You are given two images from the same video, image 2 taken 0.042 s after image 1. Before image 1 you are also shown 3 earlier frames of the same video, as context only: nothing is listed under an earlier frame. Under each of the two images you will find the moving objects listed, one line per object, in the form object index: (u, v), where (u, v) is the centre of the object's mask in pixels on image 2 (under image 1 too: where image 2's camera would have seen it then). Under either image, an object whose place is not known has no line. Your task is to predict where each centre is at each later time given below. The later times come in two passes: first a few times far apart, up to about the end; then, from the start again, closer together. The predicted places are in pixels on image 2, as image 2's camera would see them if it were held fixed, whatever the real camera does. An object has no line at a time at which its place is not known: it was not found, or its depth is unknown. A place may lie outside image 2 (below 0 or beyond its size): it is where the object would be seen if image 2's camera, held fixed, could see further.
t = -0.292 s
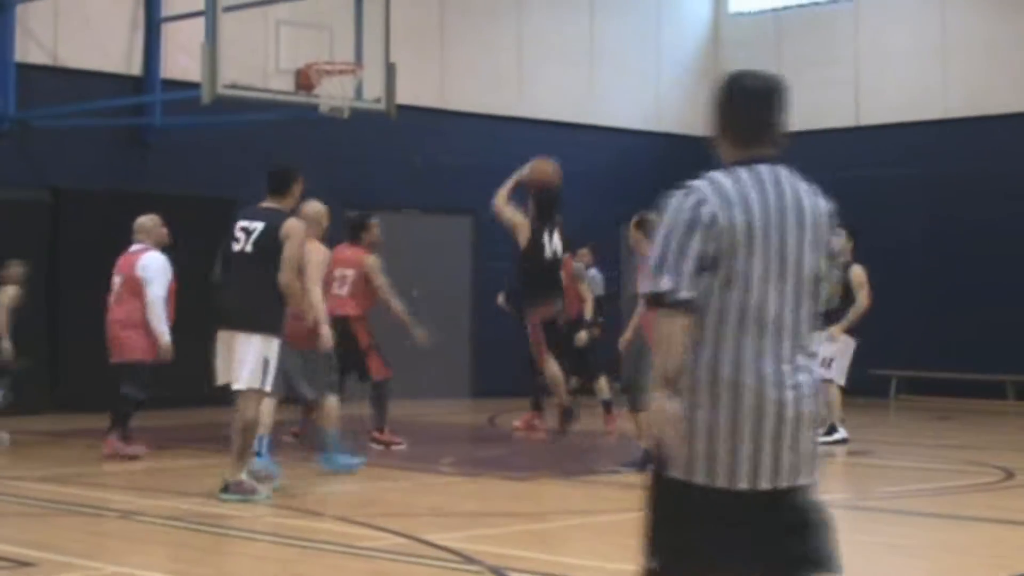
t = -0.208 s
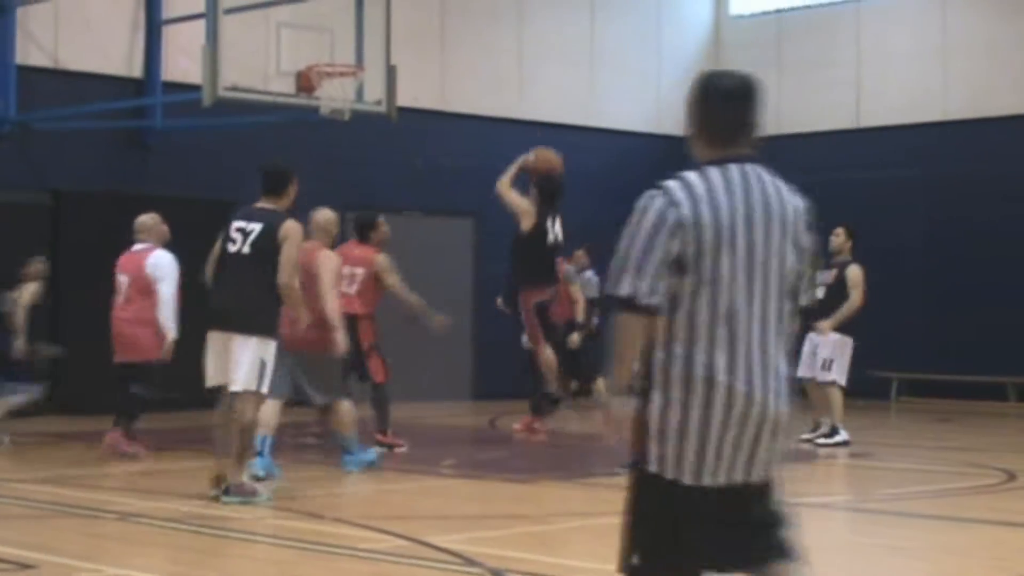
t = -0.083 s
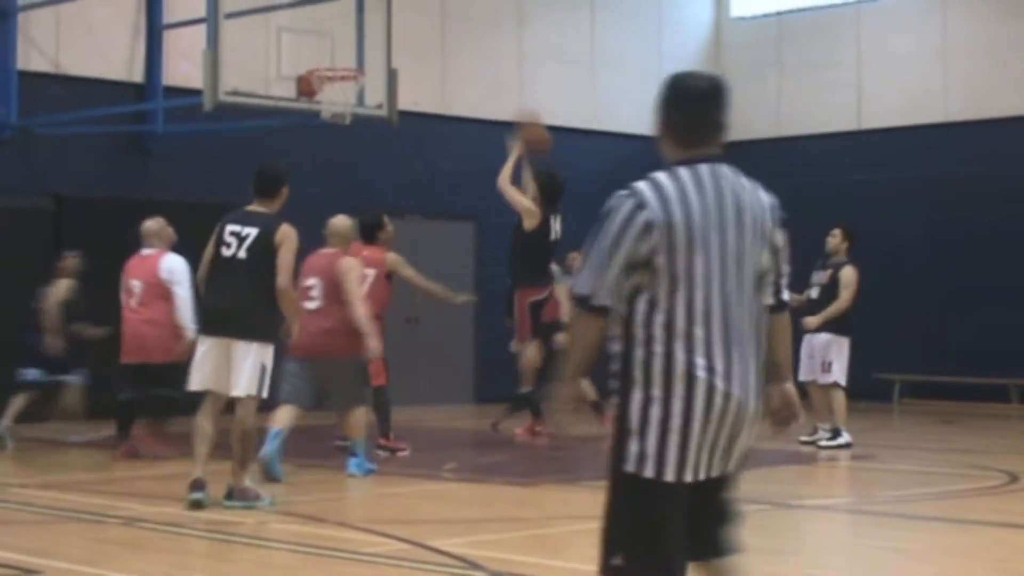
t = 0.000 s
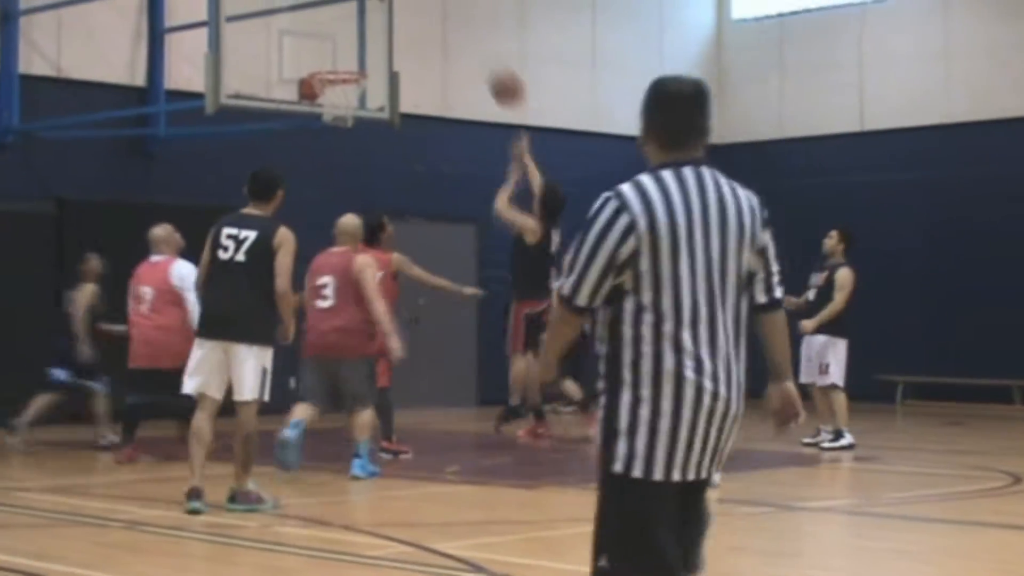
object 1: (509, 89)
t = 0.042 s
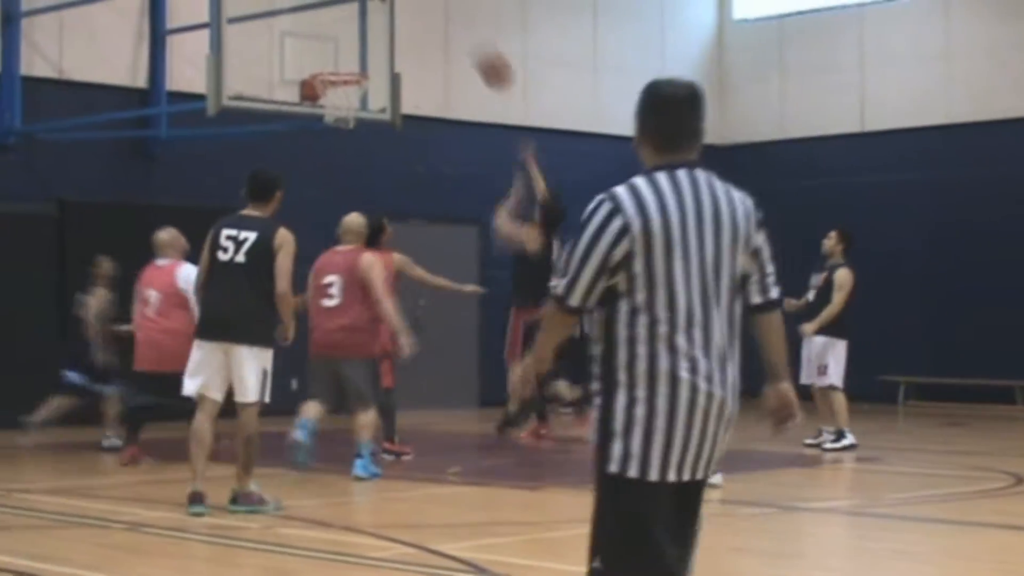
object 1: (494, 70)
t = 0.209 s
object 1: (443, 13)
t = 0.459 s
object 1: (372, -1)
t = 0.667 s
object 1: (312, 43)
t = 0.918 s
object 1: (275, 99)
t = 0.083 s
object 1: (481, 52)
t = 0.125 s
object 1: (468, 36)
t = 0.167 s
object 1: (455, 22)
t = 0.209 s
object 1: (443, 13)
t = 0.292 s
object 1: (418, 2)
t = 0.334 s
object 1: (403, 0)
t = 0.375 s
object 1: (393, -1)
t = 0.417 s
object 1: (382, -1)
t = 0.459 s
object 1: (372, -1)
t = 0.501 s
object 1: (358, 3)
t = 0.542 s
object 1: (346, 11)
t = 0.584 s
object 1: (334, 19)
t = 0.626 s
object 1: (323, 30)
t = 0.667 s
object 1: (312, 43)
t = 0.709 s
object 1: (302, 55)
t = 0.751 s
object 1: (292, 71)
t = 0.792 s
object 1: (292, 81)
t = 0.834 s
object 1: (286, 86)
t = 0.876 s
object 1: (281, 92)
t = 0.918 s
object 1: (275, 99)
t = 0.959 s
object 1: (268, 112)
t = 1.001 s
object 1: (260, 124)
